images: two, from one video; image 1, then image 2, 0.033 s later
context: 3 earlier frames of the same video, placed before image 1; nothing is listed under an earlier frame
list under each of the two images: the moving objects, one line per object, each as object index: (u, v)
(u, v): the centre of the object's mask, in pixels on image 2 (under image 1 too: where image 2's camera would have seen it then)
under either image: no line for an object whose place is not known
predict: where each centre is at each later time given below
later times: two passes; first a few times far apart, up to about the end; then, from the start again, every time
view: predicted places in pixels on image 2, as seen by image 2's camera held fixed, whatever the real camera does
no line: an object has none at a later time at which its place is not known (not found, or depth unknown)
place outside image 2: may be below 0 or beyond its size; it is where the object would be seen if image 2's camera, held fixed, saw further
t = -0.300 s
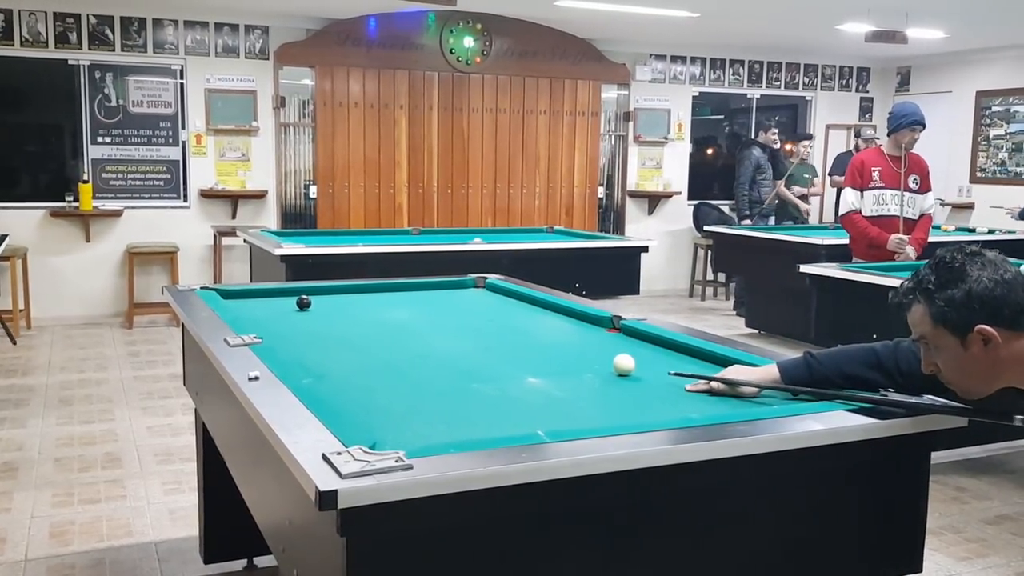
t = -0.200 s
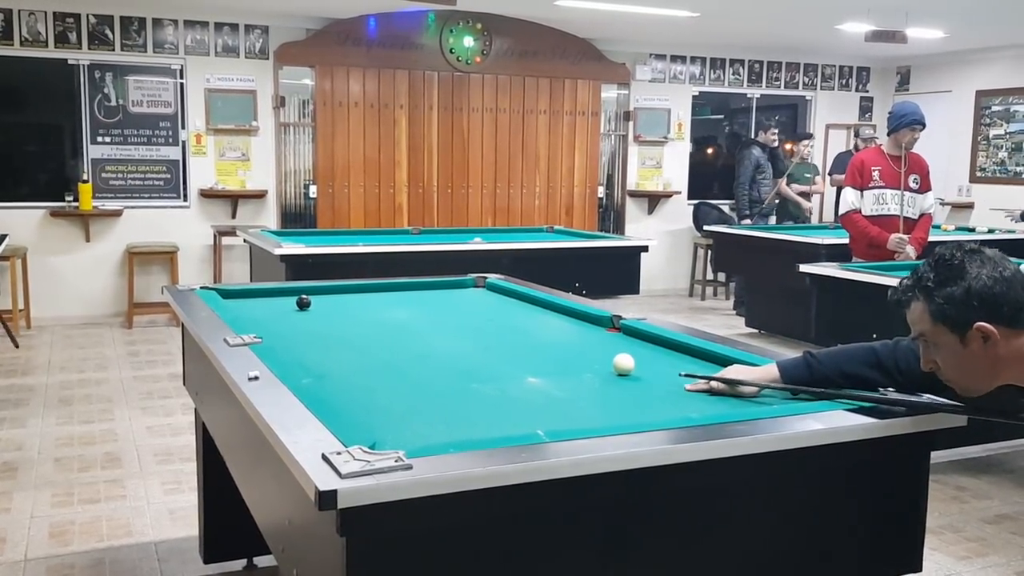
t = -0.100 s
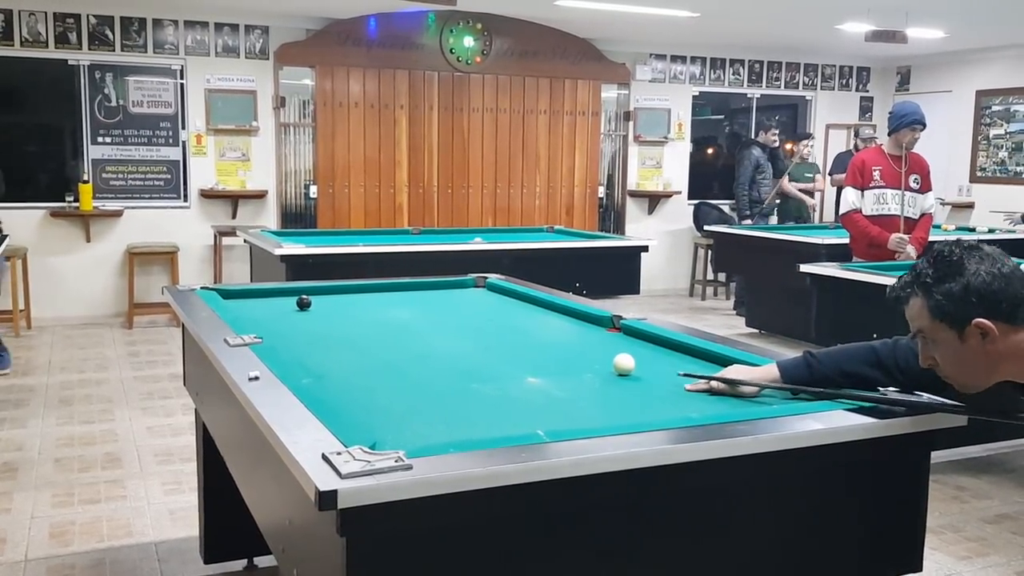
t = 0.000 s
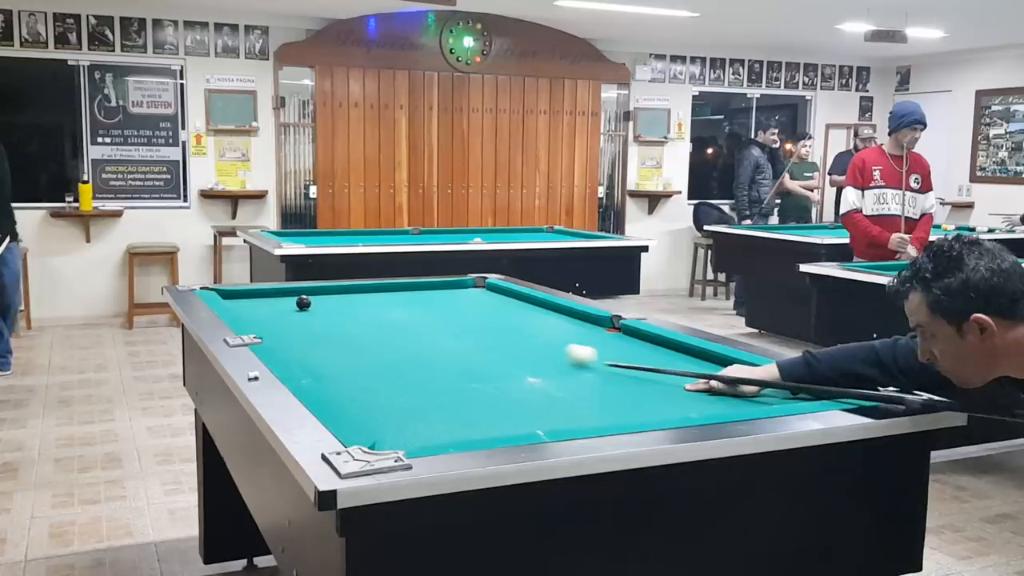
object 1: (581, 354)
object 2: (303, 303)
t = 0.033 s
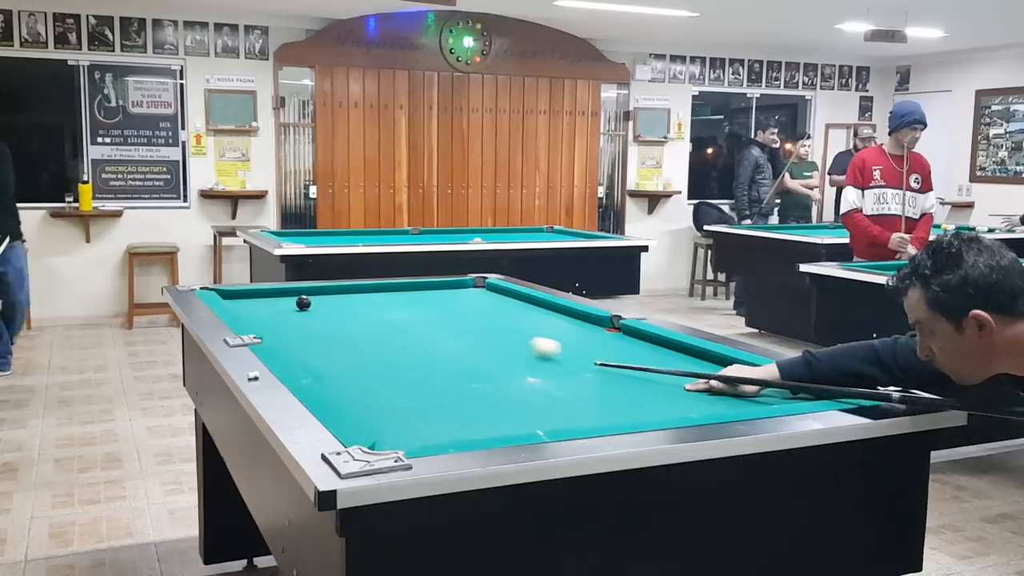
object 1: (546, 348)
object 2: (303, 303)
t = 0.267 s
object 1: (366, 313)
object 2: (303, 303)
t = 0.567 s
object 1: (331, 296)
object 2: (225, 294)
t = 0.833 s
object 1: (339, 289)
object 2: (244, 302)
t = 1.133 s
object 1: (364, 295)
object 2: (265, 312)
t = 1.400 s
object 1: (387, 299)
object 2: (285, 322)
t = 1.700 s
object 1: (411, 304)
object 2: (309, 333)
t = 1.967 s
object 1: (433, 309)
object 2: (332, 346)
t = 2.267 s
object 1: (458, 314)
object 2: (361, 359)
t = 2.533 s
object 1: (480, 319)
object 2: (389, 373)
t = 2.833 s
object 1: (503, 324)
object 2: (423, 389)
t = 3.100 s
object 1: (524, 328)
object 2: (455, 405)
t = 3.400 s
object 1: (546, 332)
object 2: (495, 423)
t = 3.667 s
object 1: (565, 336)
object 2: (512, 426)
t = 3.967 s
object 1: (585, 341)
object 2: (496, 416)
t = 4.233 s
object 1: (602, 344)
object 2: (483, 406)
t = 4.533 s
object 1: (619, 348)
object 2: (472, 397)
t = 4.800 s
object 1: (632, 351)
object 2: (464, 390)
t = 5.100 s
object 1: (644, 354)
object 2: (457, 384)
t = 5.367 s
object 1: (654, 356)
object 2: (452, 380)
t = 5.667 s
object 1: (662, 358)
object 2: (448, 377)
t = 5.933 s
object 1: (667, 360)
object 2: (444, 375)
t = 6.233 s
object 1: (670, 361)
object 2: (443, 374)
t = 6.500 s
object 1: (671, 361)
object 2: (443, 374)
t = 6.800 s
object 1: (671, 361)
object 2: (443, 374)
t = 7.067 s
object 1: (670, 361)
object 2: (443, 374)
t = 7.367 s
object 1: (671, 361)
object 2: (443, 374)
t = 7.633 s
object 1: (671, 362)
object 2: (443, 374)
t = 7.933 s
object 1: (670, 362)
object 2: (443, 374)
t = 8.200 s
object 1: (670, 362)
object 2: (443, 374)
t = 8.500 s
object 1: (670, 361)
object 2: (443, 374)
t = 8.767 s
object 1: (670, 361)
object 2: (443, 374)
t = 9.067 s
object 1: (670, 361)
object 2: (443, 374)
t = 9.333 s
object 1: (670, 361)
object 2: (442, 374)
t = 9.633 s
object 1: (670, 361)
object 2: (443, 374)
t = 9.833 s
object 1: (670, 361)
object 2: (443, 374)
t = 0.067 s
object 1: (513, 341)
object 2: (303, 303)
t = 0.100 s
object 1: (483, 335)
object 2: (303, 303)
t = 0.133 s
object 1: (456, 330)
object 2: (303, 303)
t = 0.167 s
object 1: (431, 325)
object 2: (303, 303)
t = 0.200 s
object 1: (407, 321)
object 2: (303, 303)
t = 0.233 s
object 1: (386, 316)
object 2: (303, 303)
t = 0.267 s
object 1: (366, 313)
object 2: (303, 303)
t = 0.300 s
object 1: (348, 309)
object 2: (303, 303)
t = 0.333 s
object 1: (330, 306)
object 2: (303, 303)
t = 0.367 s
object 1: (318, 303)
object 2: (299, 302)
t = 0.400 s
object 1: (322, 302)
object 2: (280, 300)
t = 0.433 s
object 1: (325, 301)
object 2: (262, 299)
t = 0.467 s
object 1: (327, 299)
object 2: (246, 298)
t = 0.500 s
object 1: (329, 298)
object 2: (230, 296)
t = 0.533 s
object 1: (330, 297)
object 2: (223, 293)
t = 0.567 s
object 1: (331, 296)
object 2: (225, 294)
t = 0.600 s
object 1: (331, 294)
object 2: (229, 294)
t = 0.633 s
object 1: (332, 293)
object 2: (231, 296)
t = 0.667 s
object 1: (332, 292)
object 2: (234, 297)
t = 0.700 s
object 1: (333, 291)
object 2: (236, 298)
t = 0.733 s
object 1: (333, 290)
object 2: (238, 299)
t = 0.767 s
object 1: (334, 289)
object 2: (240, 300)
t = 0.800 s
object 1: (336, 289)
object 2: (242, 301)
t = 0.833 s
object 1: (339, 289)
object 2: (244, 302)
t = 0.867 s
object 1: (342, 290)
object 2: (247, 303)
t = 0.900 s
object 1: (345, 291)
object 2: (249, 304)
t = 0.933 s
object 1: (348, 291)
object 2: (251, 305)
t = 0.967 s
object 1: (350, 292)
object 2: (254, 306)
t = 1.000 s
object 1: (353, 293)
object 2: (255, 308)
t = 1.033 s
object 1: (356, 293)
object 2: (258, 309)
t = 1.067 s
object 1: (359, 293)
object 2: (260, 310)
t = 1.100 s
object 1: (362, 294)
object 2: (262, 311)
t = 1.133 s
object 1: (364, 295)
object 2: (265, 312)
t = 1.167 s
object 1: (367, 295)
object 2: (267, 313)
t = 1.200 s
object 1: (370, 296)
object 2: (270, 315)
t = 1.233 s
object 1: (373, 296)
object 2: (272, 315)
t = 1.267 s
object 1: (376, 297)
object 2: (274, 317)
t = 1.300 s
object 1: (379, 297)
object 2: (277, 318)
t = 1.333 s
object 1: (381, 298)
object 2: (280, 319)
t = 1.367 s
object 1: (384, 299)
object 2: (282, 320)
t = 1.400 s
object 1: (387, 299)
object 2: (285, 322)
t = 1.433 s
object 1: (389, 300)
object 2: (287, 323)
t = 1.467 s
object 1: (392, 300)
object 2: (290, 324)
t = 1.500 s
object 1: (395, 301)
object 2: (292, 326)
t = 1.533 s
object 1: (398, 301)
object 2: (295, 327)
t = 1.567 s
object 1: (400, 302)
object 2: (298, 328)
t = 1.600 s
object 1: (403, 303)
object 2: (301, 329)
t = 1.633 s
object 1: (406, 303)
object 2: (303, 331)
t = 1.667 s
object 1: (409, 304)
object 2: (306, 332)
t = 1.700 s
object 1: (411, 304)
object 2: (309, 333)
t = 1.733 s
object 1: (414, 305)
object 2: (312, 335)
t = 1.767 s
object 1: (417, 306)
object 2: (315, 337)
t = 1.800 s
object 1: (420, 306)
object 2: (318, 338)
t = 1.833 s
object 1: (422, 307)
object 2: (321, 339)
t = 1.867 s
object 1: (425, 307)
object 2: (323, 341)
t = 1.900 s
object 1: (428, 308)
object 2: (326, 342)
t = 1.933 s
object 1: (430, 308)
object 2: (330, 344)
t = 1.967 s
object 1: (433, 309)
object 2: (332, 346)
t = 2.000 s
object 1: (436, 310)
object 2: (336, 347)
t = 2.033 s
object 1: (439, 310)
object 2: (339, 348)
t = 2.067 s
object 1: (442, 311)
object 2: (342, 350)
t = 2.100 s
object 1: (444, 311)
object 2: (345, 351)
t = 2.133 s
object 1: (447, 312)
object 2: (348, 353)
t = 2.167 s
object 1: (450, 312)
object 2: (352, 354)
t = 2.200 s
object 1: (453, 313)
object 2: (355, 356)
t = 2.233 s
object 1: (455, 314)
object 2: (358, 358)
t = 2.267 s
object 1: (458, 314)
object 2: (361, 359)
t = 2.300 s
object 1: (461, 315)
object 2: (365, 361)
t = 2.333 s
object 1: (463, 315)
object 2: (368, 362)
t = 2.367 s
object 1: (466, 316)
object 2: (372, 364)
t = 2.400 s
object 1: (469, 316)
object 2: (375, 366)
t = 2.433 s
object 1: (472, 317)
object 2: (378, 367)
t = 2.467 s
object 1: (474, 317)
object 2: (382, 369)
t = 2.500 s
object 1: (477, 318)
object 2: (386, 371)
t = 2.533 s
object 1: (480, 319)
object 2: (389, 373)
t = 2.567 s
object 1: (482, 319)
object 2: (393, 374)
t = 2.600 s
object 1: (485, 320)
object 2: (396, 376)
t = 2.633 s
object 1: (488, 320)
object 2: (400, 378)
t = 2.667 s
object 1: (490, 321)
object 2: (404, 380)
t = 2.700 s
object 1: (493, 321)
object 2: (407, 381)
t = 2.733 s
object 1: (495, 322)
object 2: (411, 384)
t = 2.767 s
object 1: (498, 323)
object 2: (415, 385)
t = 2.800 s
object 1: (501, 323)
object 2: (419, 387)
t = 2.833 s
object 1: (503, 324)
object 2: (423, 389)
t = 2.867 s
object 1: (506, 324)
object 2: (427, 391)
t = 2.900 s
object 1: (509, 325)
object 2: (431, 393)
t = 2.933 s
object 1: (511, 325)
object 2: (435, 395)
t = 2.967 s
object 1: (514, 325)
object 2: (439, 397)
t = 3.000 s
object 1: (516, 326)
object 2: (443, 399)
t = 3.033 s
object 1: (519, 327)
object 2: (447, 401)
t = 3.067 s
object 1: (521, 327)
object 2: (451, 403)
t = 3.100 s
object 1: (524, 328)
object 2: (455, 405)
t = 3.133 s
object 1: (526, 328)
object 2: (460, 407)
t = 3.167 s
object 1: (529, 329)
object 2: (464, 409)
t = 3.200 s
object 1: (531, 329)
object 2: (468, 412)
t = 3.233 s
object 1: (534, 330)
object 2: (473, 413)
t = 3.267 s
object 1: (536, 330)
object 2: (477, 415)
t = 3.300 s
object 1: (539, 331)
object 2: (482, 418)
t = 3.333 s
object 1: (541, 331)
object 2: (486, 420)
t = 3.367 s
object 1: (544, 332)
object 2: (491, 422)
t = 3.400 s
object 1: (546, 332)
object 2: (495, 423)
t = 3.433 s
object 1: (549, 333)
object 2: (500, 424)
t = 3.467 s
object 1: (551, 333)
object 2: (504, 425)
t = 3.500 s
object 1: (553, 334)
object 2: (509, 426)
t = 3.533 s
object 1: (556, 334)
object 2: (513, 427)
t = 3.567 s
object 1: (558, 335)
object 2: (518, 428)
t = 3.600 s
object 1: (561, 335)
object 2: (517, 427)
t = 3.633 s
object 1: (563, 336)
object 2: (514, 426)
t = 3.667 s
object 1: (565, 336)
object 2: (512, 426)
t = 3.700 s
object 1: (567, 337)
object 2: (510, 425)
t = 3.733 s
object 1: (570, 337)
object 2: (508, 424)
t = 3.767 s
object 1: (572, 338)
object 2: (507, 423)
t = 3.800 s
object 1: (574, 338)
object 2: (504, 422)
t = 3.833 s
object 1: (576, 339)
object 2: (503, 421)
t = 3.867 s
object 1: (579, 339)
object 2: (501, 421)
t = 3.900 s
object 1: (581, 340)
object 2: (499, 419)
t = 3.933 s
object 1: (583, 340)
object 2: (497, 418)
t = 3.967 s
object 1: (585, 341)
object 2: (496, 416)
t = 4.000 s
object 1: (587, 341)
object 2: (494, 415)
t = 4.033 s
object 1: (589, 342)
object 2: (492, 414)
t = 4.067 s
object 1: (592, 342)
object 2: (490, 412)
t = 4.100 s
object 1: (594, 343)
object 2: (489, 411)
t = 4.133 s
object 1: (596, 343)
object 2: (487, 410)
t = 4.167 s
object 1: (598, 344)
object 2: (486, 409)
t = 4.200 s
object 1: (600, 344)
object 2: (484, 407)
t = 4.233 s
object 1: (602, 344)
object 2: (483, 406)
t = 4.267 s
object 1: (604, 345)
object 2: (482, 405)
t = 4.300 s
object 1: (606, 345)
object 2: (480, 404)
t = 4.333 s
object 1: (608, 346)
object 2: (479, 403)
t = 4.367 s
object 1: (609, 346)
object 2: (478, 402)
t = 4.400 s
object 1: (611, 346)
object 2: (477, 401)
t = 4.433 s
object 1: (613, 347)
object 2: (476, 399)
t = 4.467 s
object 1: (615, 347)
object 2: (475, 399)
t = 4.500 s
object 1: (617, 347)
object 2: (473, 398)
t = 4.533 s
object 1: (619, 348)
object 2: (472, 397)
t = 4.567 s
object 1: (621, 348)
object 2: (471, 396)
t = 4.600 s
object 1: (622, 349)
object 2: (470, 395)
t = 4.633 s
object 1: (624, 349)
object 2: (469, 394)
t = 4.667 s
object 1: (626, 350)
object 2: (468, 393)
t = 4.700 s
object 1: (627, 350)
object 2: (467, 392)
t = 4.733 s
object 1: (629, 350)
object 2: (466, 392)
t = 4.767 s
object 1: (630, 351)
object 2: (465, 391)
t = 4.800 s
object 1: (632, 351)
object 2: (464, 390)
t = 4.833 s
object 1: (634, 351)
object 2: (464, 389)
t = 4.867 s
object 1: (635, 352)
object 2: (463, 389)
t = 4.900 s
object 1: (637, 352)
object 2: (462, 388)
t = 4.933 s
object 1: (638, 352)
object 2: (461, 387)
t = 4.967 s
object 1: (639, 353)
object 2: (460, 387)
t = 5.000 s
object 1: (641, 353)
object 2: (459, 386)
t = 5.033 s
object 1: (642, 353)
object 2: (459, 385)
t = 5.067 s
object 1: (643, 354)
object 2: (458, 385)
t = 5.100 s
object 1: (644, 354)
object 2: (457, 384)
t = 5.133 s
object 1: (646, 354)
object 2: (457, 384)
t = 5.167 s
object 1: (647, 355)
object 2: (456, 383)
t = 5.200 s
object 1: (648, 355)
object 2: (455, 383)
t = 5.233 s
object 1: (649, 355)
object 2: (455, 382)
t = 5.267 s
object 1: (651, 356)
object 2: (454, 381)
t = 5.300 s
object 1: (651, 356)
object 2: (453, 381)
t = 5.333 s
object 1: (653, 356)
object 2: (453, 380)
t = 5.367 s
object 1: (654, 356)
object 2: (452, 380)
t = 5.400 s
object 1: (655, 357)
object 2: (451, 380)
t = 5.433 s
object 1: (655, 357)
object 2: (451, 379)
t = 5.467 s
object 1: (656, 357)
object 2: (451, 379)
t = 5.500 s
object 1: (657, 357)
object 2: (450, 379)
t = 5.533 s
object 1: (658, 358)
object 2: (450, 378)
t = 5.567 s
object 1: (659, 358)
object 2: (449, 378)
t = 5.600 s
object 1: (660, 358)
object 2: (449, 377)
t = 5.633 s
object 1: (661, 358)
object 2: (448, 377)
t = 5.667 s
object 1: (662, 358)
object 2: (448, 377)
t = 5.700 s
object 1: (662, 359)
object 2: (447, 377)
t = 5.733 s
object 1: (663, 359)
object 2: (447, 376)
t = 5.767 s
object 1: (664, 359)
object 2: (446, 376)
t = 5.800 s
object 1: (664, 359)
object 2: (446, 376)
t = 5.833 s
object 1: (665, 359)
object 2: (445, 376)
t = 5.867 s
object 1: (665, 360)
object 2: (444, 376)
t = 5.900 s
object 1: (666, 360)
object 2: (444, 375)
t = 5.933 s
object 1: (667, 360)
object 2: (444, 375)
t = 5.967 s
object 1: (667, 360)
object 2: (443, 375)
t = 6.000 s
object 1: (668, 360)
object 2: (443, 375)
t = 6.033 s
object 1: (668, 360)
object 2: (443, 375)
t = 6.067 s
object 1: (668, 361)
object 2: (443, 375)
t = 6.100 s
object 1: (669, 361)
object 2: (443, 375)
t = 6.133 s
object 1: (669, 361)
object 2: (443, 375)
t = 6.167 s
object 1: (669, 361)
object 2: (443, 375)
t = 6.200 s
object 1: (670, 361)
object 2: (443, 374)
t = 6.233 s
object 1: (670, 361)
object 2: (443, 374)
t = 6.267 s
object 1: (670, 361)
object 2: (443, 374)
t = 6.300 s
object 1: (670, 361)
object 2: (443, 374)
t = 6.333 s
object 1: (670, 361)
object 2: (443, 374)
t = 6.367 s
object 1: (670, 361)
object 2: (443, 374)
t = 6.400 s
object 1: (671, 361)
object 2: (443, 374)
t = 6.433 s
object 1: (671, 361)
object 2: (443, 374)
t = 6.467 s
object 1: (671, 361)
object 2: (443, 374)
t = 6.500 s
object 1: (671, 361)
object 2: (443, 374)
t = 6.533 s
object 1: (671, 361)
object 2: (443, 374)
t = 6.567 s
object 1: (670, 361)
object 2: (443, 374)
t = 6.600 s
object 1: (671, 361)
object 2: (443, 374)
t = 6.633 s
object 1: (671, 361)
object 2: (443, 374)
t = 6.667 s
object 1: (671, 361)
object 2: (443, 374)
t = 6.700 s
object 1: (671, 361)
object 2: (443, 374)
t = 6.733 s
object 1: (671, 361)
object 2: (443, 374)
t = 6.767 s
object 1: (671, 361)
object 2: (443, 374)
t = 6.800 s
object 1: (671, 361)
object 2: (443, 374)
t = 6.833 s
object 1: (670, 361)
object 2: (443, 374)
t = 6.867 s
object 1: (670, 361)
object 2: (443, 374)
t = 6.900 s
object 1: (671, 361)
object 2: (443, 374)
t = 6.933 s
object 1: (671, 361)
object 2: (443, 374)
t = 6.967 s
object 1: (671, 361)
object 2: (443, 374)
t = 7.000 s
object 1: (671, 361)
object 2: (443, 374)
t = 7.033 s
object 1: (670, 361)
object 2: (443, 374)
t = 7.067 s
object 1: (670, 361)
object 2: (443, 374)
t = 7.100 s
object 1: (670, 361)
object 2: (443, 374)
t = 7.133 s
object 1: (670, 361)
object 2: (443, 374)
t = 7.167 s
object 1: (670, 361)
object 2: (443, 374)
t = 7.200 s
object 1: (670, 361)
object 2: (443, 374)
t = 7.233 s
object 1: (670, 361)
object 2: (443, 374)
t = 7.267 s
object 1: (670, 361)
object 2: (443, 374)
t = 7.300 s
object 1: (670, 361)
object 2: (443, 374)
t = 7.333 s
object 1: (671, 361)
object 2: (443, 374)
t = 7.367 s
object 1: (671, 361)
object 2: (443, 374)
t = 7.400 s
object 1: (671, 361)
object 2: (443, 374)
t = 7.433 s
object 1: (671, 362)
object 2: (443, 374)
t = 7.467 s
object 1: (670, 362)
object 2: (443, 374)
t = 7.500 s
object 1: (671, 362)
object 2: (443, 374)
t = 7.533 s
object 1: (671, 362)
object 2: (443, 374)
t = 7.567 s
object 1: (671, 361)
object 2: (442, 374)
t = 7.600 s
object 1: (671, 362)
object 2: (442, 374)
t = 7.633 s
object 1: (671, 362)
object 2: (443, 374)
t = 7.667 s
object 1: (671, 361)
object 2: (443, 374)
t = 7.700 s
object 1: (670, 361)
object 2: (443, 374)
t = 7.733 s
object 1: (670, 361)
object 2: (443, 374)
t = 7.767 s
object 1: (670, 361)
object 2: (443, 374)
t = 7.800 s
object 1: (670, 361)
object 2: (443, 374)
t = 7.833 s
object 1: (670, 361)
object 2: (443, 374)
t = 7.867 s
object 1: (670, 361)
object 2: (443, 374)
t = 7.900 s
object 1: (670, 361)
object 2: (443, 374)
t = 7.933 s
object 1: (670, 362)
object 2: (443, 374)
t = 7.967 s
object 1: (670, 361)
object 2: (443, 374)
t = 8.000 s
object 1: (670, 361)
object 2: (443, 374)
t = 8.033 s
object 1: (670, 362)
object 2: (443, 374)
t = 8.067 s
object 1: (670, 362)
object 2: (443, 374)
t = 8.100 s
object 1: (670, 362)
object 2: (443, 374)
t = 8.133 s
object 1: (670, 362)
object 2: (443, 374)
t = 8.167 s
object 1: (670, 362)
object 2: (443, 374)
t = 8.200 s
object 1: (670, 362)
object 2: (443, 374)
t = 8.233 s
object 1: (670, 362)
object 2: (443, 374)
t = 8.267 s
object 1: (670, 362)
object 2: (442, 374)
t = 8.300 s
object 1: (670, 362)
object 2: (443, 374)
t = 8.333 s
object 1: (670, 361)
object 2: (443, 374)
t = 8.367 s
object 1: (670, 361)
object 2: (443, 374)
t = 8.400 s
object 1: (670, 361)
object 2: (443, 374)
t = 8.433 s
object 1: (670, 361)
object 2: (443, 374)
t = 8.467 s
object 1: (670, 361)
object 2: (443, 374)
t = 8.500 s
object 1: (670, 361)
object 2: (443, 374)
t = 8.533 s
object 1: (670, 361)
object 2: (443, 375)
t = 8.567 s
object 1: (670, 361)
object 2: (443, 374)
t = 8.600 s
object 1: (670, 361)
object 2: (442, 374)
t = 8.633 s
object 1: (670, 361)
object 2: (443, 374)
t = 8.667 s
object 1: (670, 361)
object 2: (443, 374)
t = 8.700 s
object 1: (670, 361)
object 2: (443, 374)
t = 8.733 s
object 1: (670, 361)
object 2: (443, 374)
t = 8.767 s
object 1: (670, 361)
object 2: (443, 374)
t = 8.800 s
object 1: (670, 361)
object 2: (443, 374)
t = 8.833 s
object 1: (670, 361)
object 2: (443, 374)
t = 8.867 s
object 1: (670, 361)
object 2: (443, 374)
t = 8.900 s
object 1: (670, 361)
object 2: (443, 374)
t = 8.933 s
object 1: (670, 361)
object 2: (443, 374)
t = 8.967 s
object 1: (670, 361)
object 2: (443, 374)
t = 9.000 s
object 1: (670, 361)
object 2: (443, 374)
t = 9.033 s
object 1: (670, 361)
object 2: (443, 374)
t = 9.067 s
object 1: (670, 361)
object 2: (443, 374)
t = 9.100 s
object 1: (670, 361)
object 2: (442, 374)
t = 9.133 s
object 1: (670, 361)
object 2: (442, 374)
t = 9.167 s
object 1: (670, 361)
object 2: (442, 374)
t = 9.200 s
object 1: (670, 361)
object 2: (442, 374)
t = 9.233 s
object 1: (670, 361)
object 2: (442, 374)
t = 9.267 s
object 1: (670, 361)
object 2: (442, 374)
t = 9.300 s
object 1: (670, 361)
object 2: (442, 374)
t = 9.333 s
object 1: (670, 361)
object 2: (442, 374)
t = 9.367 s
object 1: (670, 361)
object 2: (442, 374)
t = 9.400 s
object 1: (670, 361)
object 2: (443, 374)
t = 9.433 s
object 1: (670, 361)
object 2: (443, 374)
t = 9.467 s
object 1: (670, 361)
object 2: (443, 374)
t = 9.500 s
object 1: (670, 361)
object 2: (443, 374)
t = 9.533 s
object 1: (670, 361)
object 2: (443, 374)
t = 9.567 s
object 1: (670, 361)
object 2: (442, 374)
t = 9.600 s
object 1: (670, 361)
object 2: (442, 374)
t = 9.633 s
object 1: (670, 361)
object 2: (443, 374)
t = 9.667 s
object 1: (670, 361)
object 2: (442, 374)
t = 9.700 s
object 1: (670, 361)
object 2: (442, 374)
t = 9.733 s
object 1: (670, 361)
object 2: (443, 374)
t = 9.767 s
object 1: (670, 361)
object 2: (443, 374)
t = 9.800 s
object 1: (670, 361)
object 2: (443, 374)
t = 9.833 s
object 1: (670, 361)
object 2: (443, 374)
